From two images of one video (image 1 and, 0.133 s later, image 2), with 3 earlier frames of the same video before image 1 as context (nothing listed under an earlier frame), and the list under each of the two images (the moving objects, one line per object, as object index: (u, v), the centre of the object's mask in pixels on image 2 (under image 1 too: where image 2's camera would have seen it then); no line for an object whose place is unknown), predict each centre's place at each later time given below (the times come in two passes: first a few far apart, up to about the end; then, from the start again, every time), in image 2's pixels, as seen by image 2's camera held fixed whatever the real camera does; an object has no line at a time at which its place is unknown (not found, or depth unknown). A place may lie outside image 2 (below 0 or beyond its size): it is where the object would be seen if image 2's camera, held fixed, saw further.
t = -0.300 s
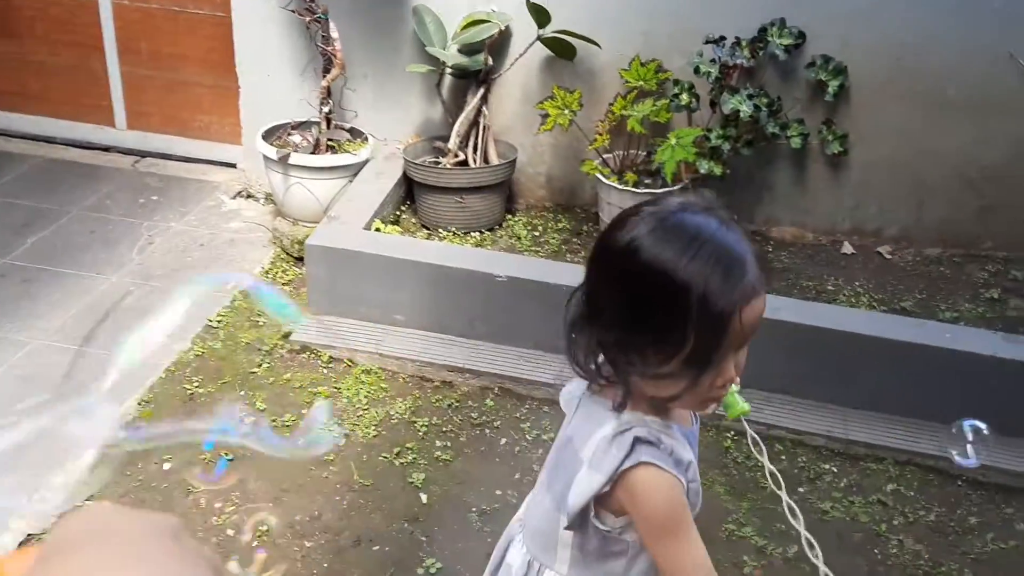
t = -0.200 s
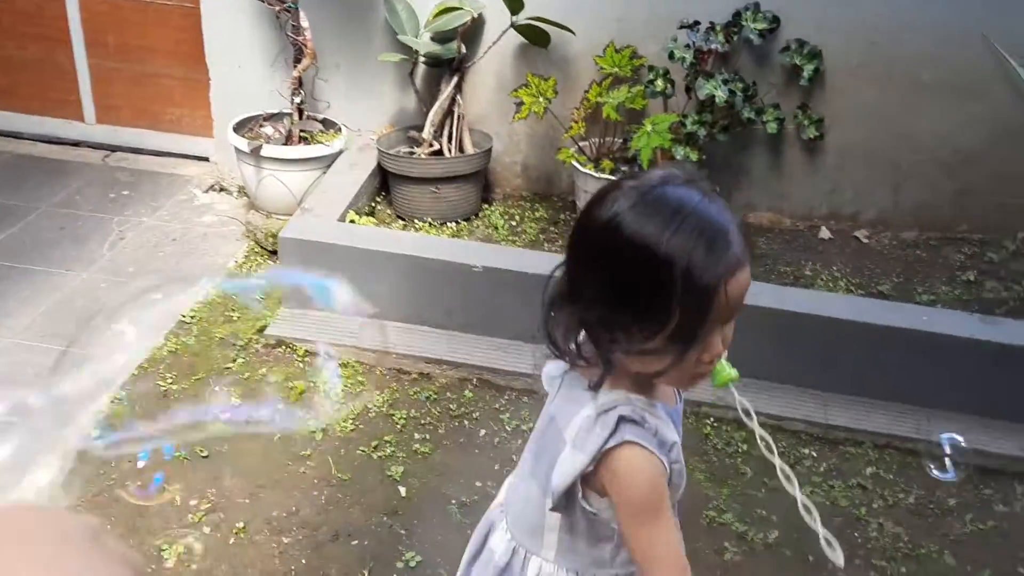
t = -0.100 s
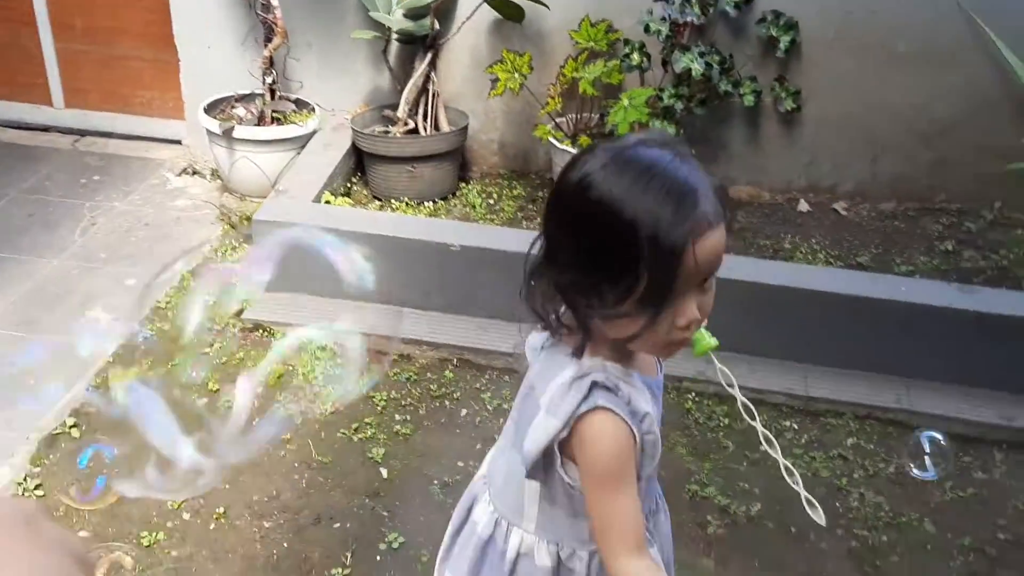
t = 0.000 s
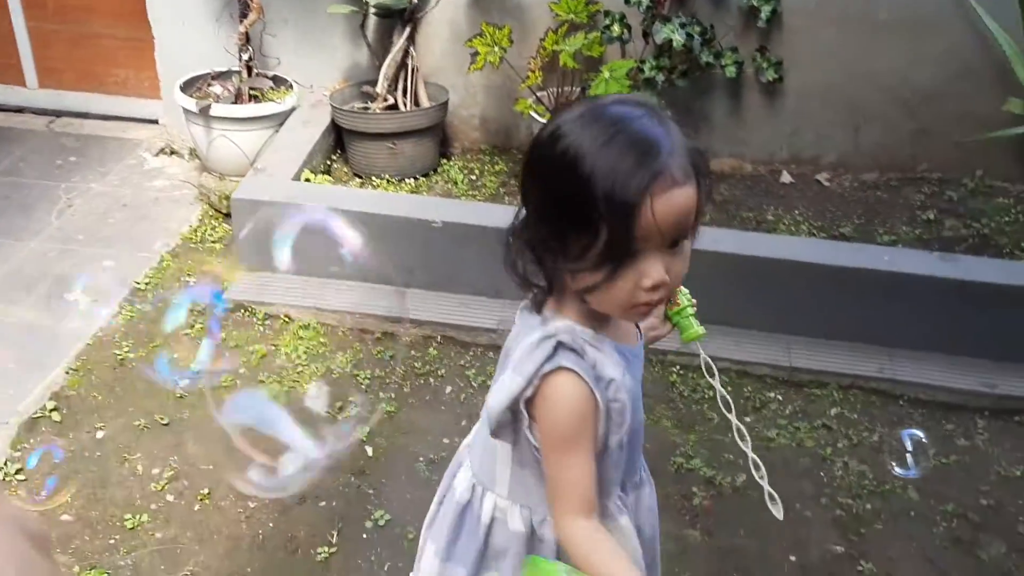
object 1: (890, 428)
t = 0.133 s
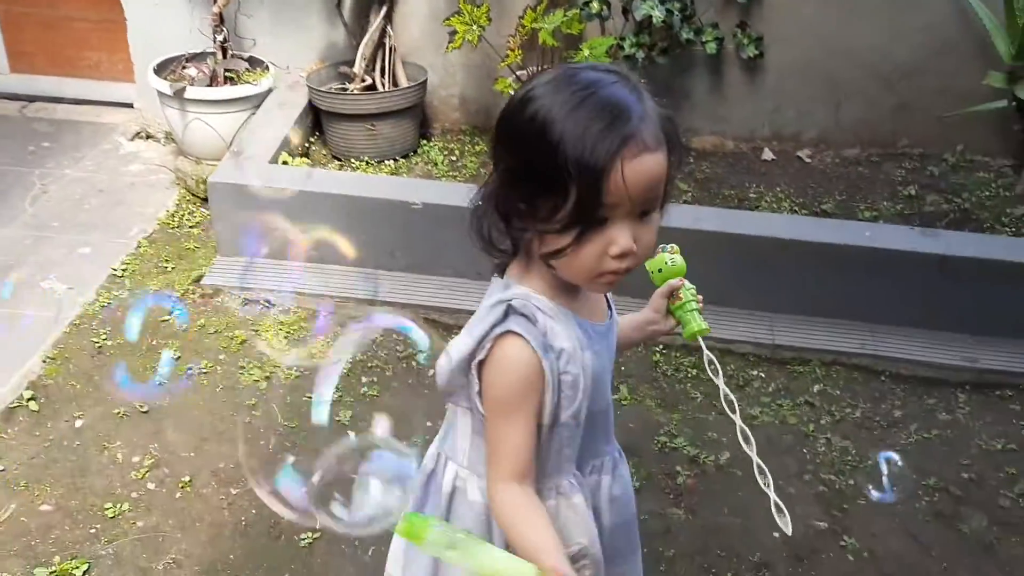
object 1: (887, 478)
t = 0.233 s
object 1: (879, 517)
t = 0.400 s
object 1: (865, 572)
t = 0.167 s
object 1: (883, 490)
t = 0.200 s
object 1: (881, 503)
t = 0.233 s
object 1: (879, 517)
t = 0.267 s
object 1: (872, 529)
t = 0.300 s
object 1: (872, 544)
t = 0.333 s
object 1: (869, 559)
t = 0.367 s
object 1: (864, 566)
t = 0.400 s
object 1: (865, 572)
